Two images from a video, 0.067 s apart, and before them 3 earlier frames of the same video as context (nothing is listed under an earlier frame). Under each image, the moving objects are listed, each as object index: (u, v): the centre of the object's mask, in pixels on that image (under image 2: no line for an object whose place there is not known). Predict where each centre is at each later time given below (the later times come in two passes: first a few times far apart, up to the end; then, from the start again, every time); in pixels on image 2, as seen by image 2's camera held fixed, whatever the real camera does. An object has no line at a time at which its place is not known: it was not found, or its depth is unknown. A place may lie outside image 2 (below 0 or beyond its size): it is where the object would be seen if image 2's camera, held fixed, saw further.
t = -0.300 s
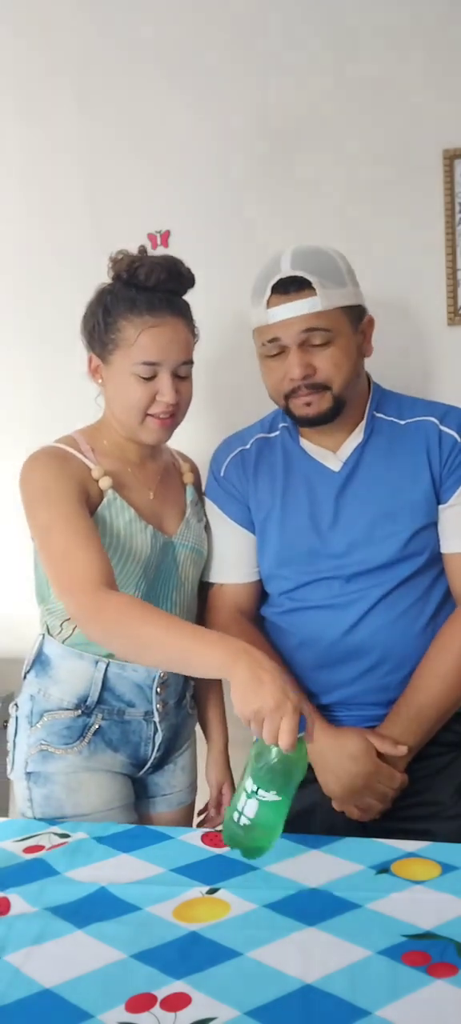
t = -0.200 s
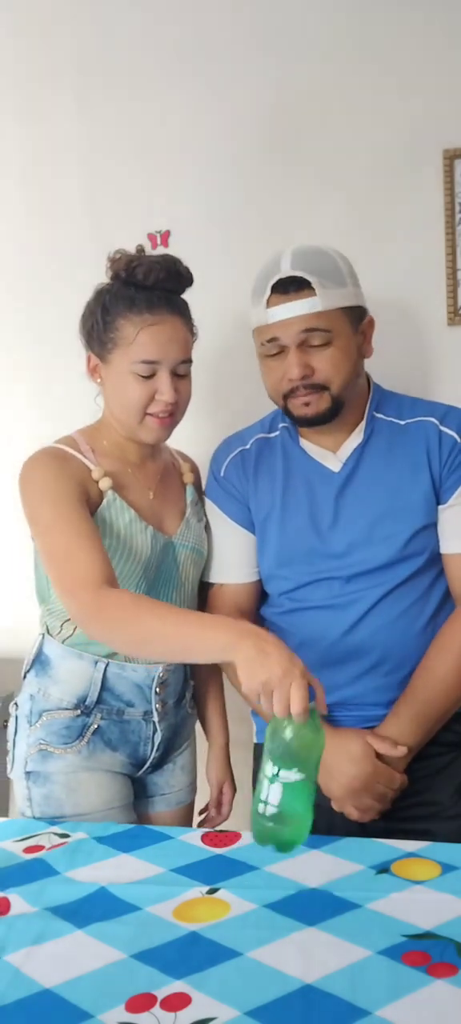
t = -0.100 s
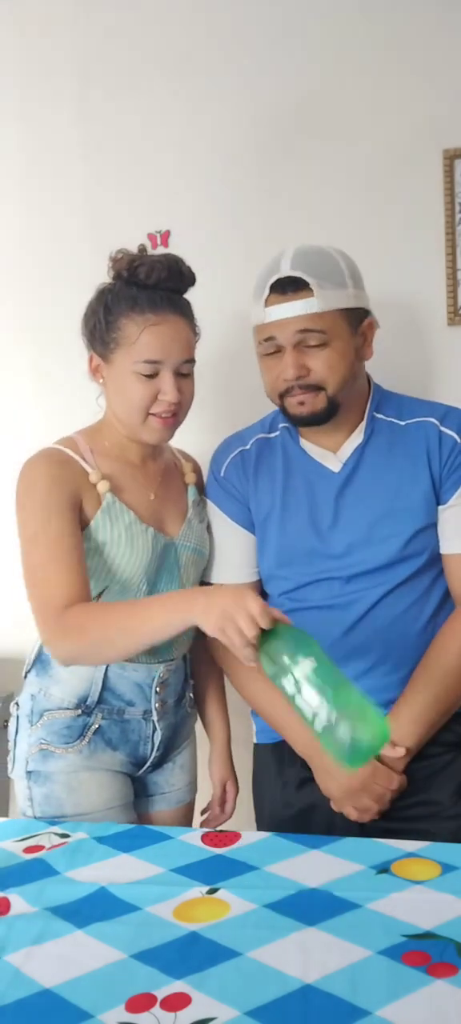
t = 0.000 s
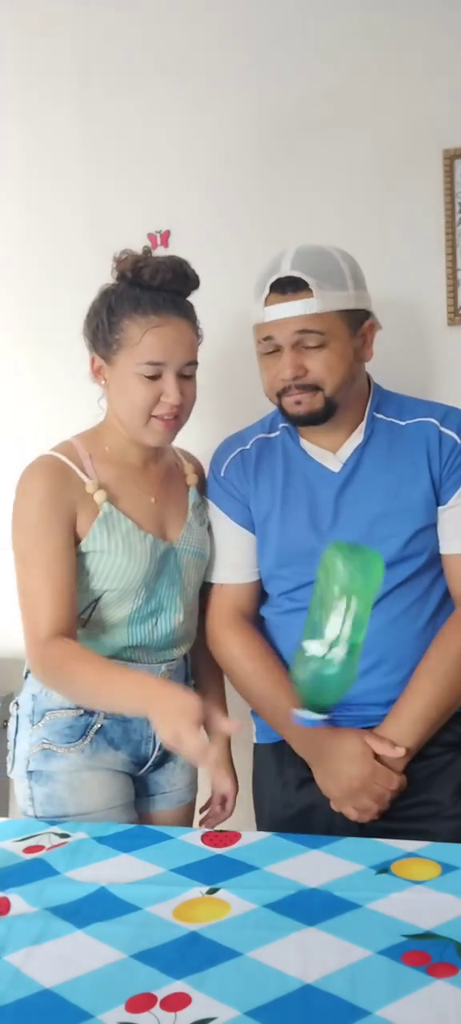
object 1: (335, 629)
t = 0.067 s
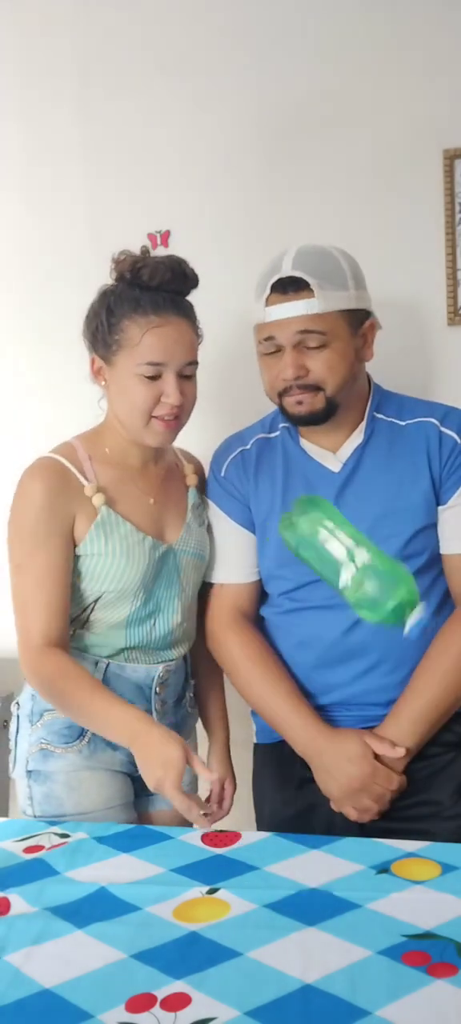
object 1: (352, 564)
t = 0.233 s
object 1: (332, 606)
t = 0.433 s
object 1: (305, 836)
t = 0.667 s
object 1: (240, 834)
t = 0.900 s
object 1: (213, 874)
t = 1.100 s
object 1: (213, 873)
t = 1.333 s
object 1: (213, 874)
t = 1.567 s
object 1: (213, 873)
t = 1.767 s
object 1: (213, 873)
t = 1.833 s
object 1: (213, 874)
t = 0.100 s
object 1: (348, 549)
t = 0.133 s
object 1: (344, 548)
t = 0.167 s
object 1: (342, 556)
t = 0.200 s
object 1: (337, 575)
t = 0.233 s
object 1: (332, 606)
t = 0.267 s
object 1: (329, 646)
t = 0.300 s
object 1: (325, 699)
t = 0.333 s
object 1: (322, 760)
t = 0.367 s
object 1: (322, 829)
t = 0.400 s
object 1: (316, 836)
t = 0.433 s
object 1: (305, 836)
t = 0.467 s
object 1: (294, 830)
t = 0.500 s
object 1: (287, 830)
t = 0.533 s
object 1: (281, 830)
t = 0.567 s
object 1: (272, 827)
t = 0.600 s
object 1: (263, 827)
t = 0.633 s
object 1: (252, 829)
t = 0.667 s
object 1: (240, 834)
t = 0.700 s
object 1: (228, 842)
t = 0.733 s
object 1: (218, 856)
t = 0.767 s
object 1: (212, 874)
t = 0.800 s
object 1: (212, 870)
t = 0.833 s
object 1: (214, 873)
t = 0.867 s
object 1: (214, 873)
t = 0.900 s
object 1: (213, 874)
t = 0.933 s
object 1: (213, 874)
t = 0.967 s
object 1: (213, 874)
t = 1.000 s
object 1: (213, 873)
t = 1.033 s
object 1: (213, 873)
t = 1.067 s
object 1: (213, 873)
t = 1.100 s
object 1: (213, 873)
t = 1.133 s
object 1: (213, 873)
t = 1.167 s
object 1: (213, 873)
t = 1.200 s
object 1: (213, 873)
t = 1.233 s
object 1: (213, 873)
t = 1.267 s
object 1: (213, 873)
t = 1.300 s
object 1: (213, 874)
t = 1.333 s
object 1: (213, 874)
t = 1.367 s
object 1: (213, 874)
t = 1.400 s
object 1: (213, 874)
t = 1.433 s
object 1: (213, 874)
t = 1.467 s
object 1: (213, 874)
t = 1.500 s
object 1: (213, 874)
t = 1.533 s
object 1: (213, 874)
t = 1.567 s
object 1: (213, 873)
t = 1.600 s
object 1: (213, 874)
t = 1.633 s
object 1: (213, 873)
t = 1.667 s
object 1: (213, 873)
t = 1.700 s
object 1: (213, 874)
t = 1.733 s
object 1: (213, 873)
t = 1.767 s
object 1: (213, 873)
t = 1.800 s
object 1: (213, 873)
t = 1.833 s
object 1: (213, 874)
